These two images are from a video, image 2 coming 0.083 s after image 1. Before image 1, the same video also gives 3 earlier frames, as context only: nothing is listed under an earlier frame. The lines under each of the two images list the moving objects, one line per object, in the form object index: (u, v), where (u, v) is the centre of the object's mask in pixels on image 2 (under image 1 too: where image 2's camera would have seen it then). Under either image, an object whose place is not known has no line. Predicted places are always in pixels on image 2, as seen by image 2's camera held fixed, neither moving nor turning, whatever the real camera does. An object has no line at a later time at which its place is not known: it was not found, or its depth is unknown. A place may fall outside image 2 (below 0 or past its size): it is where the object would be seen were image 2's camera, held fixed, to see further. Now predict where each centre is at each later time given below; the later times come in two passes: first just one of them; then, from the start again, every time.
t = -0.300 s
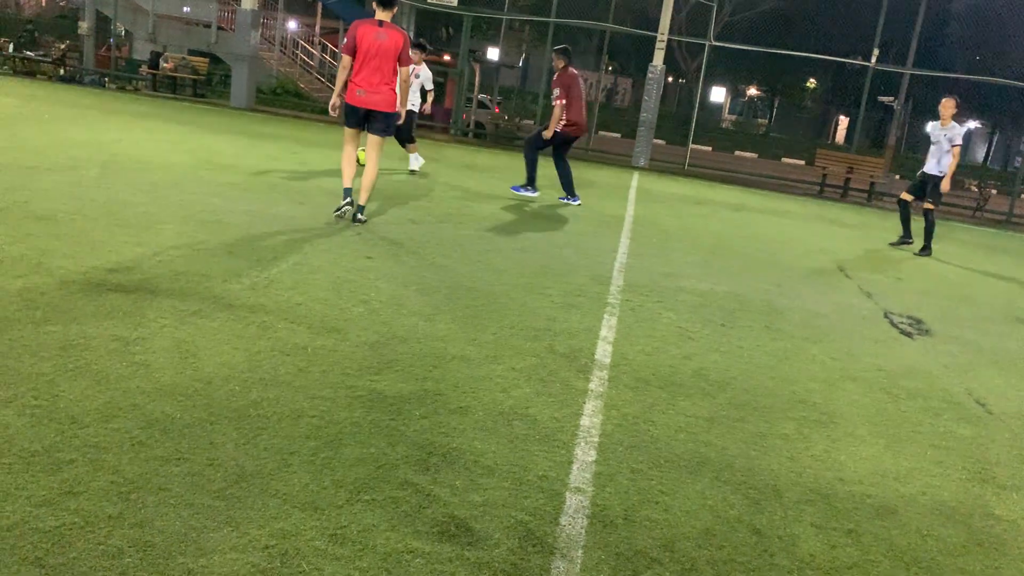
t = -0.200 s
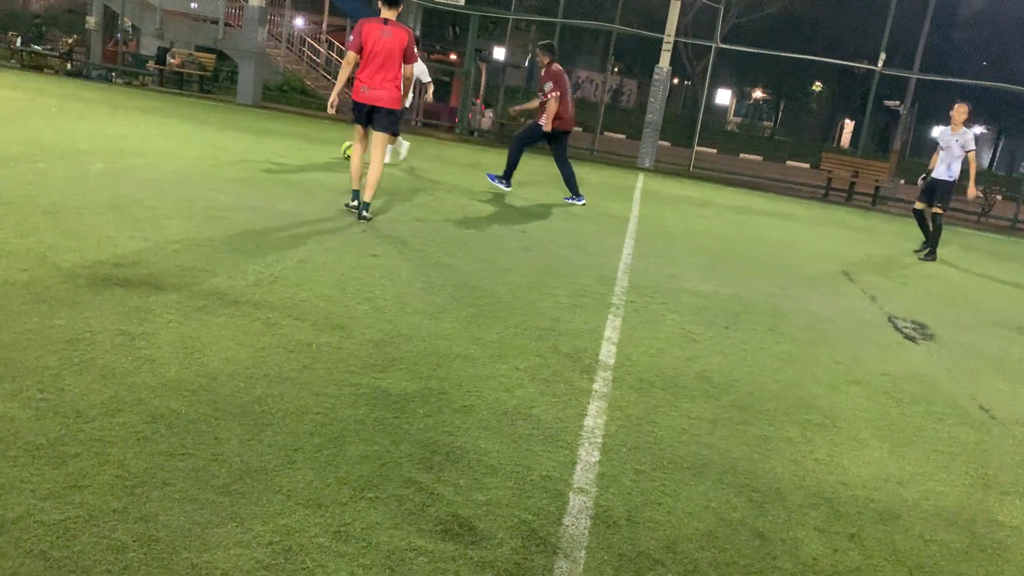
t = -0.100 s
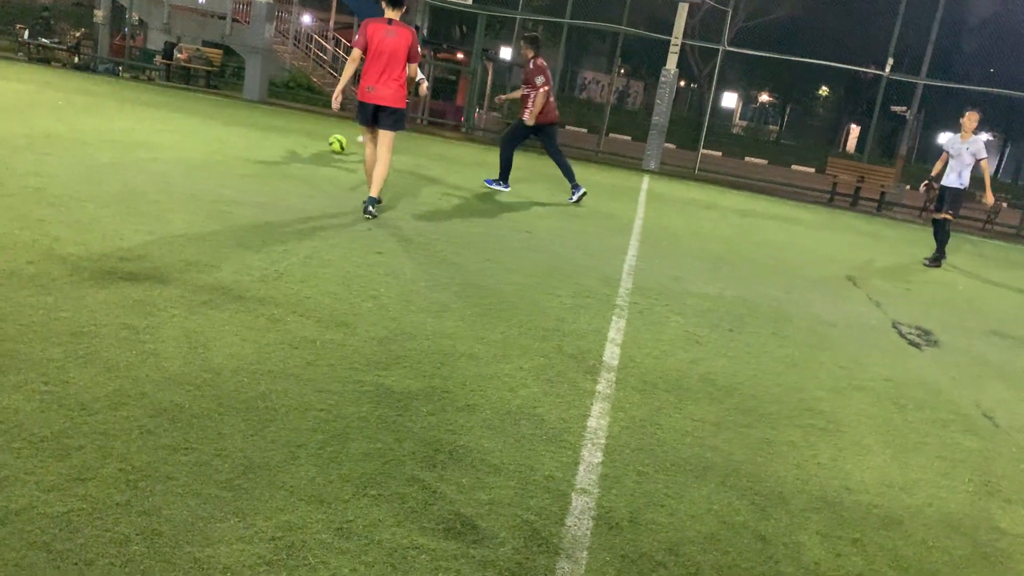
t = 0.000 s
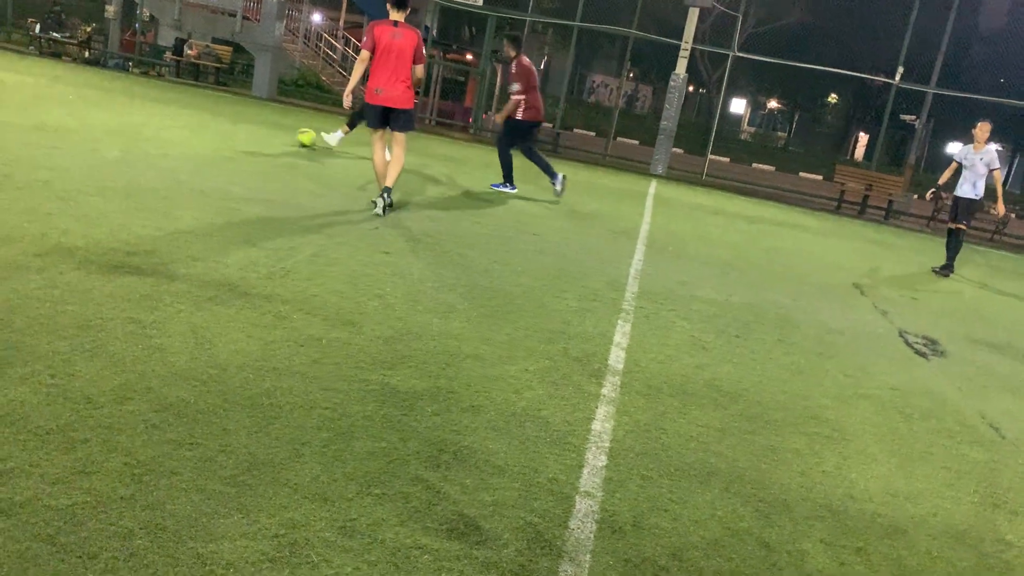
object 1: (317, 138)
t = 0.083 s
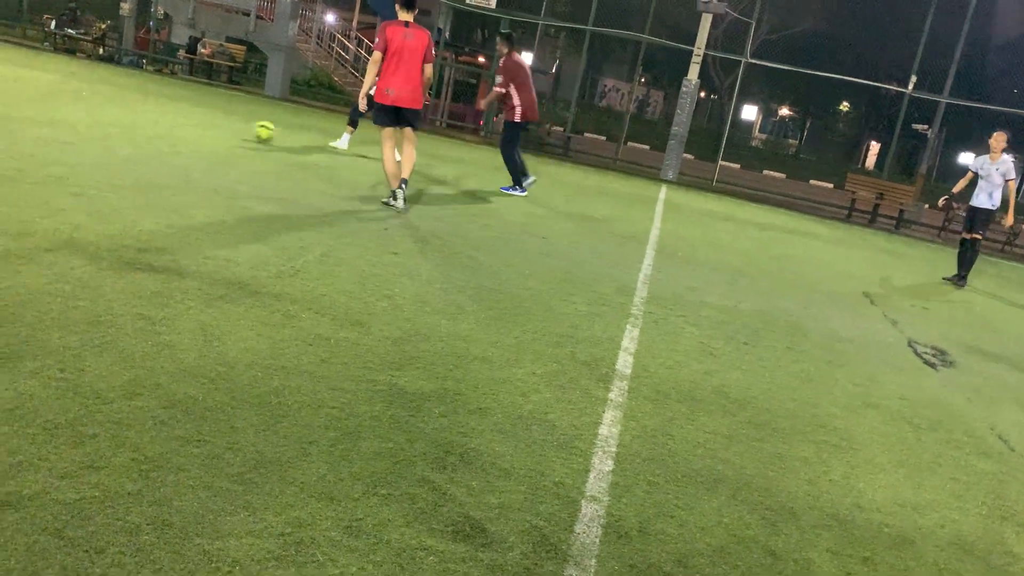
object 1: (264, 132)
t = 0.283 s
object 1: (128, 117)
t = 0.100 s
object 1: (252, 131)
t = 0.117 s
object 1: (240, 130)
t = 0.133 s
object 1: (229, 130)
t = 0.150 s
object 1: (219, 128)
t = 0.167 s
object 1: (208, 126)
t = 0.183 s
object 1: (198, 124)
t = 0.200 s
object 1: (186, 122)
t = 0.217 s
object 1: (175, 121)
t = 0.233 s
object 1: (165, 119)
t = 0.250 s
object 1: (152, 118)
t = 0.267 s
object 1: (140, 118)
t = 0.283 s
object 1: (128, 117)
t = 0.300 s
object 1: (115, 118)
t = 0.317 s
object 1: (103, 117)
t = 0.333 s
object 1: (93, 114)
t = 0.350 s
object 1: (81, 112)
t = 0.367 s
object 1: (71, 109)
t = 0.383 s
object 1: (58, 108)
